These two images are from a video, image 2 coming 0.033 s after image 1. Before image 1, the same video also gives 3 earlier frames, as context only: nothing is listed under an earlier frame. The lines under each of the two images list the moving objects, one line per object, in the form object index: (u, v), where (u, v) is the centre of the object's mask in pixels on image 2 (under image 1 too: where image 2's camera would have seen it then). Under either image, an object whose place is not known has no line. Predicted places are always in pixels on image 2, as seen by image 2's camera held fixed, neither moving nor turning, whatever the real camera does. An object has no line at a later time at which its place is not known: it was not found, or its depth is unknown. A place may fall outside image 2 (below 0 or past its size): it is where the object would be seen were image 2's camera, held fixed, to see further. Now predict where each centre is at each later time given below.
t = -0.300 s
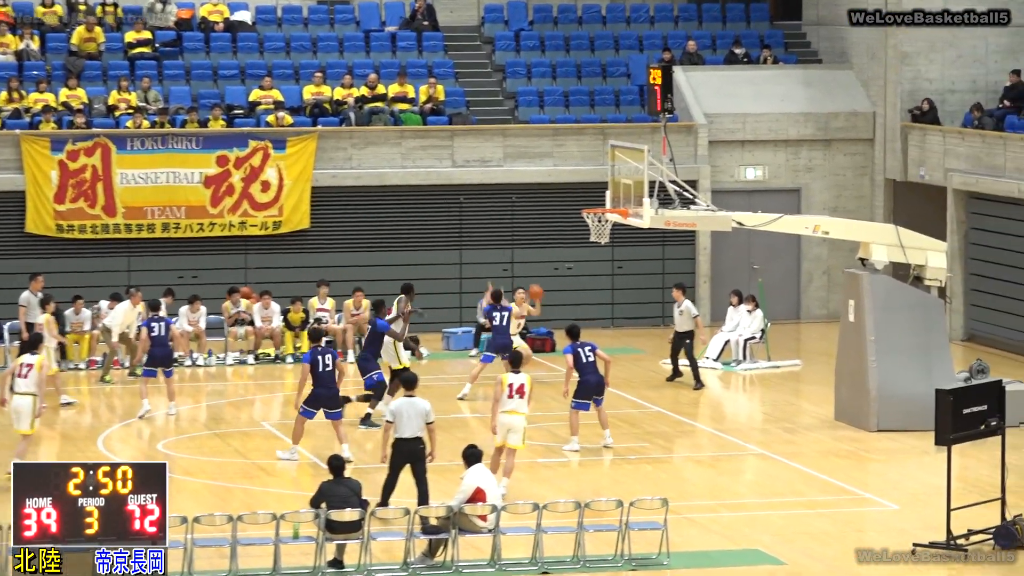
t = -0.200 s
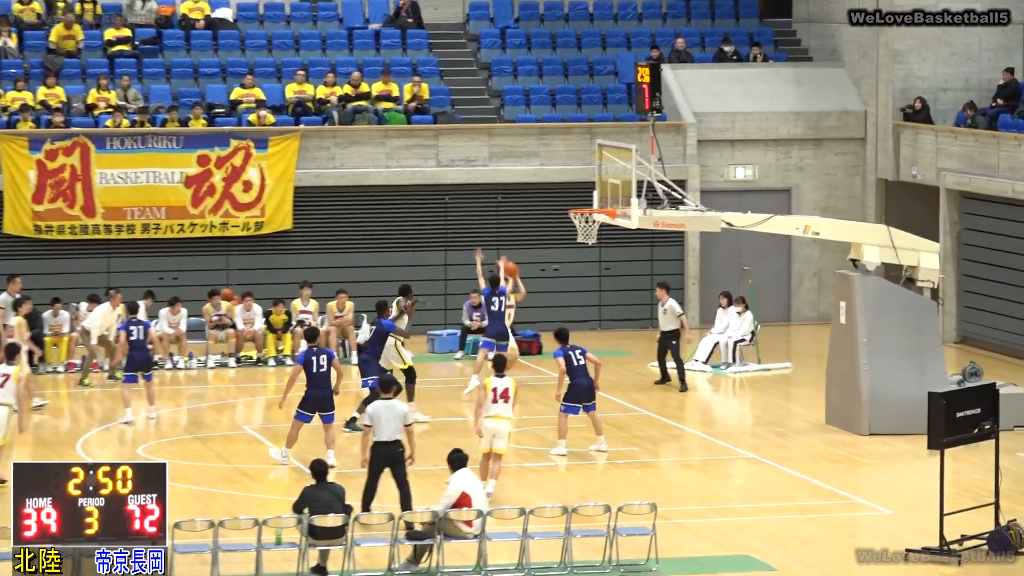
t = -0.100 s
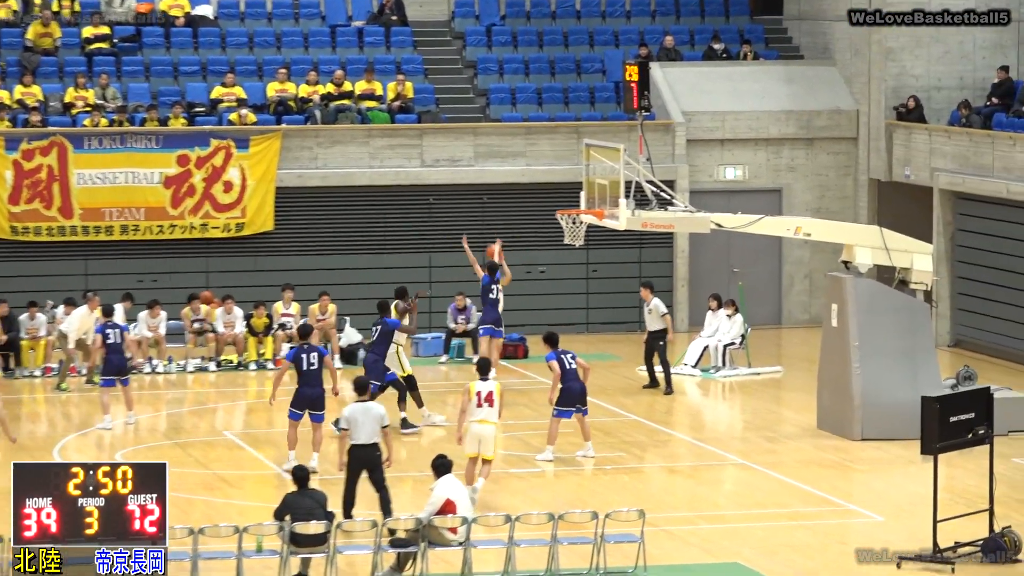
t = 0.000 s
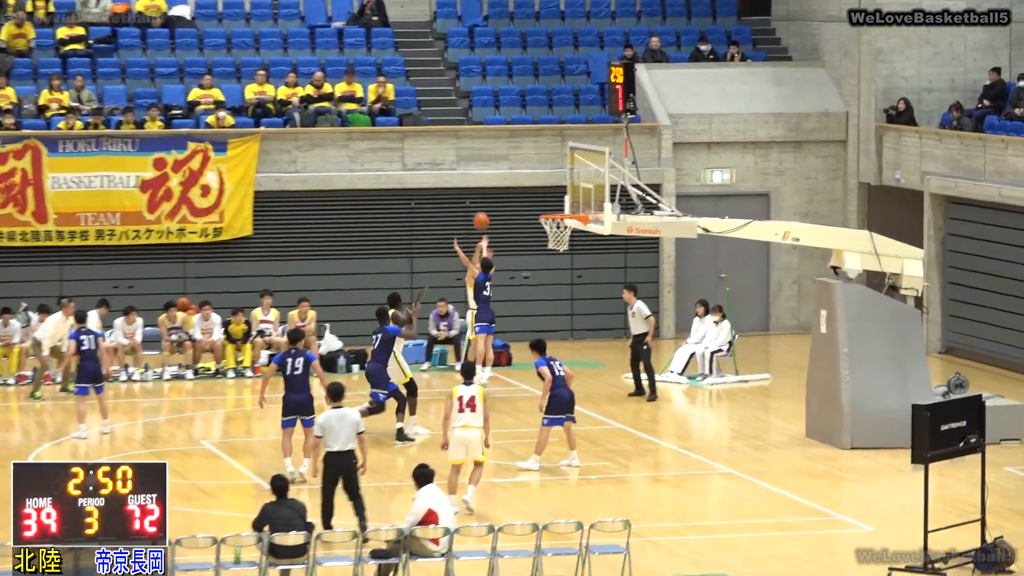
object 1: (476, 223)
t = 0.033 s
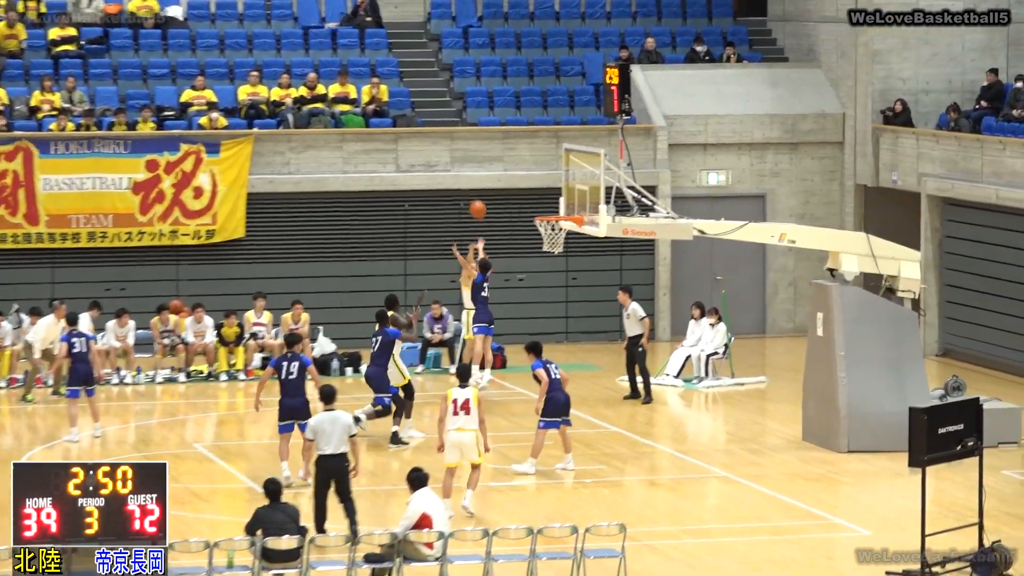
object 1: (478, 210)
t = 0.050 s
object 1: (479, 202)
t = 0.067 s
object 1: (480, 196)
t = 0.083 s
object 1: (480, 190)
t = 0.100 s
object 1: (480, 184)
